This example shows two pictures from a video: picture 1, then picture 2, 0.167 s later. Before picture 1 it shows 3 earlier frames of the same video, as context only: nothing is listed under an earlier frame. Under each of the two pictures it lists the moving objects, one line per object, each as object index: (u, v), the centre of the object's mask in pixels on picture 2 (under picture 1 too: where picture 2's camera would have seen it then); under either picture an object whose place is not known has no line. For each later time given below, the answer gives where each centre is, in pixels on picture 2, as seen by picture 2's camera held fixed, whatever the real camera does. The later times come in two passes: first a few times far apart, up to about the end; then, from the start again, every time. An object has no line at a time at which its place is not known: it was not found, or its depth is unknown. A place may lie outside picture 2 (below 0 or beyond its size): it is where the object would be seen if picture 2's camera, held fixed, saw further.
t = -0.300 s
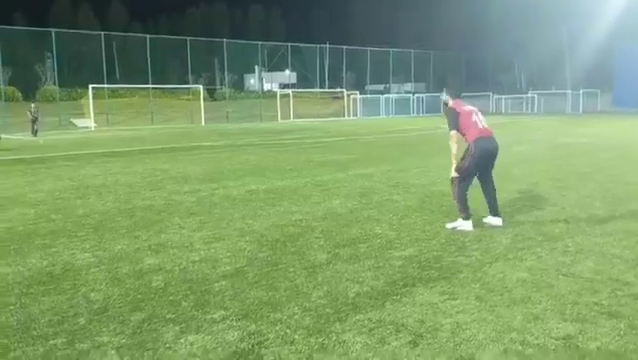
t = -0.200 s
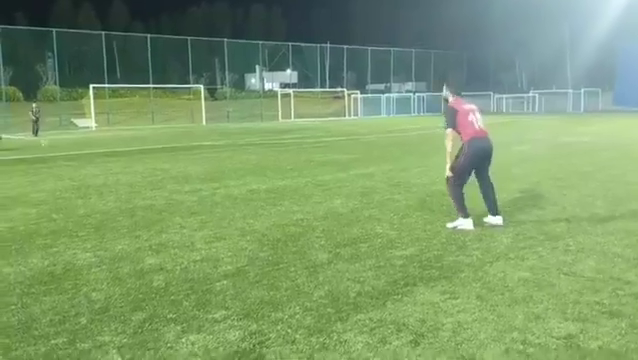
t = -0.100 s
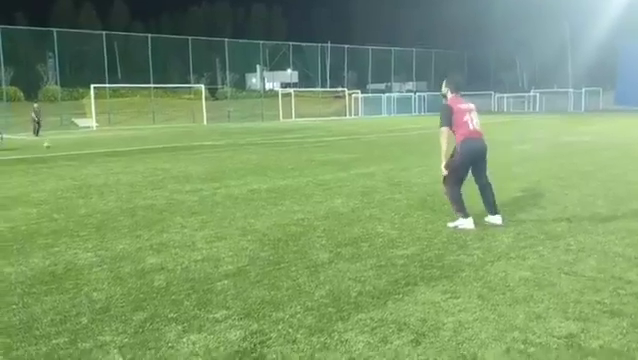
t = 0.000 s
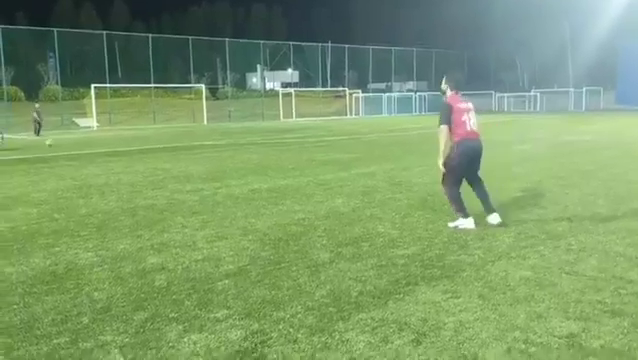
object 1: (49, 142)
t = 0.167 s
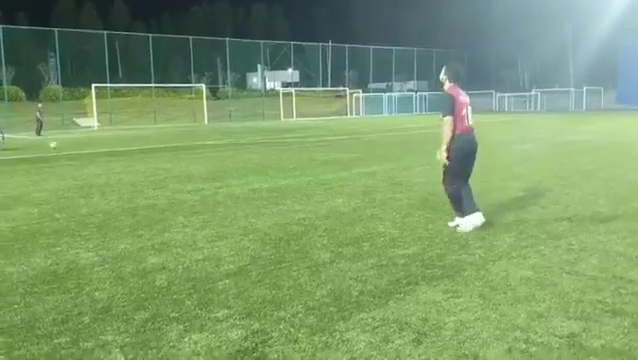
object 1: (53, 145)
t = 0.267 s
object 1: (56, 150)
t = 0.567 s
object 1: (64, 154)
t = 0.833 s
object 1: (71, 161)
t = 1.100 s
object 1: (78, 167)
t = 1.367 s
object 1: (85, 173)
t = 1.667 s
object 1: (95, 180)
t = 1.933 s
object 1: (103, 186)
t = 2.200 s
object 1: (113, 193)
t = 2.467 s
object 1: (122, 201)
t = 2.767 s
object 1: (136, 211)
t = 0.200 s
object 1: (53, 146)
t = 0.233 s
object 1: (55, 148)
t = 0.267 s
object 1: (56, 150)
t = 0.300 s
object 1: (57, 153)
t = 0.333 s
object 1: (59, 156)
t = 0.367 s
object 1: (60, 154)
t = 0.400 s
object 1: (60, 154)
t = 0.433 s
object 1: (61, 153)
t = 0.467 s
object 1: (61, 153)
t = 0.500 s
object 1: (62, 153)
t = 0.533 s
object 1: (63, 153)
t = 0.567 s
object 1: (64, 154)
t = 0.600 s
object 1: (65, 155)
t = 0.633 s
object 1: (66, 157)
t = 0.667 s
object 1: (68, 160)
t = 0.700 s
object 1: (69, 162)
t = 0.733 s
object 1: (70, 162)
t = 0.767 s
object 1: (70, 161)
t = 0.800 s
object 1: (71, 161)
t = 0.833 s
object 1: (71, 161)
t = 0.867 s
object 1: (72, 162)
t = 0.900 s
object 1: (73, 164)
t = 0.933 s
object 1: (74, 165)
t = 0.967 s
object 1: (75, 166)
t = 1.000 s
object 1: (76, 166)
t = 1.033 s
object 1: (77, 166)
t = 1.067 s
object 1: (77, 166)
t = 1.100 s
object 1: (78, 167)
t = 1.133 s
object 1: (79, 168)
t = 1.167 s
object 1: (80, 170)
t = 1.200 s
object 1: (81, 170)
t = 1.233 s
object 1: (81, 170)
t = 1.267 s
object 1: (82, 170)
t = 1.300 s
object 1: (83, 171)
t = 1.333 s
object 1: (85, 173)
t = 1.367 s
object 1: (85, 173)
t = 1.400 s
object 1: (86, 173)
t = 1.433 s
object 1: (87, 174)
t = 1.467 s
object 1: (88, 175)
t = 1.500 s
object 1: (89, 177)
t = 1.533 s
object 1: (90, 177)
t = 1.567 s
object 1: (90, 177)
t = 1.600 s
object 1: (92, 178)
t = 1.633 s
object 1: (94, 179)
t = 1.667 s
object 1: (95, 180)
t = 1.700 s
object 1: (96, 180)
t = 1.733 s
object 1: (97, 182)
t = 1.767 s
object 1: (98, 182)
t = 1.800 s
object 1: (99, 183)
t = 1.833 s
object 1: (101, 183)
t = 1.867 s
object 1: (102, 184)
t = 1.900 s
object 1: (102, 185)
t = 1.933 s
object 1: (103, 186)
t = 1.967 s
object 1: (105, 187)
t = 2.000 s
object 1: (106, 187)
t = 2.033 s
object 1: (107, 189)
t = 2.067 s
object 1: (108, 189)
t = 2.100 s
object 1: (109, 190)
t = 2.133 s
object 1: (111, 191)
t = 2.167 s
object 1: (112, 192)
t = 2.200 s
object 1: (113, 193)
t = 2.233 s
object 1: (114, 194)
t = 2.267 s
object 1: (115, 195)
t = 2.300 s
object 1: (116, 196)
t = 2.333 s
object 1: (118, 196)
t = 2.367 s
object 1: (119, 198)
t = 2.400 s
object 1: (120, 198)
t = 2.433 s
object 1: (122, 200)
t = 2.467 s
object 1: (122, 201)
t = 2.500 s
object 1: (123, 201)
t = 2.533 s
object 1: (126, 203)
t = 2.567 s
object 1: (128, 205)
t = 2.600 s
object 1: (129, 206)
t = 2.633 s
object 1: (130, 207)
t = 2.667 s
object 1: (131, 208)
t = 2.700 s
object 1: (133, 209)
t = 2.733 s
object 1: (135, 210)
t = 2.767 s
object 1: (136, 211)
